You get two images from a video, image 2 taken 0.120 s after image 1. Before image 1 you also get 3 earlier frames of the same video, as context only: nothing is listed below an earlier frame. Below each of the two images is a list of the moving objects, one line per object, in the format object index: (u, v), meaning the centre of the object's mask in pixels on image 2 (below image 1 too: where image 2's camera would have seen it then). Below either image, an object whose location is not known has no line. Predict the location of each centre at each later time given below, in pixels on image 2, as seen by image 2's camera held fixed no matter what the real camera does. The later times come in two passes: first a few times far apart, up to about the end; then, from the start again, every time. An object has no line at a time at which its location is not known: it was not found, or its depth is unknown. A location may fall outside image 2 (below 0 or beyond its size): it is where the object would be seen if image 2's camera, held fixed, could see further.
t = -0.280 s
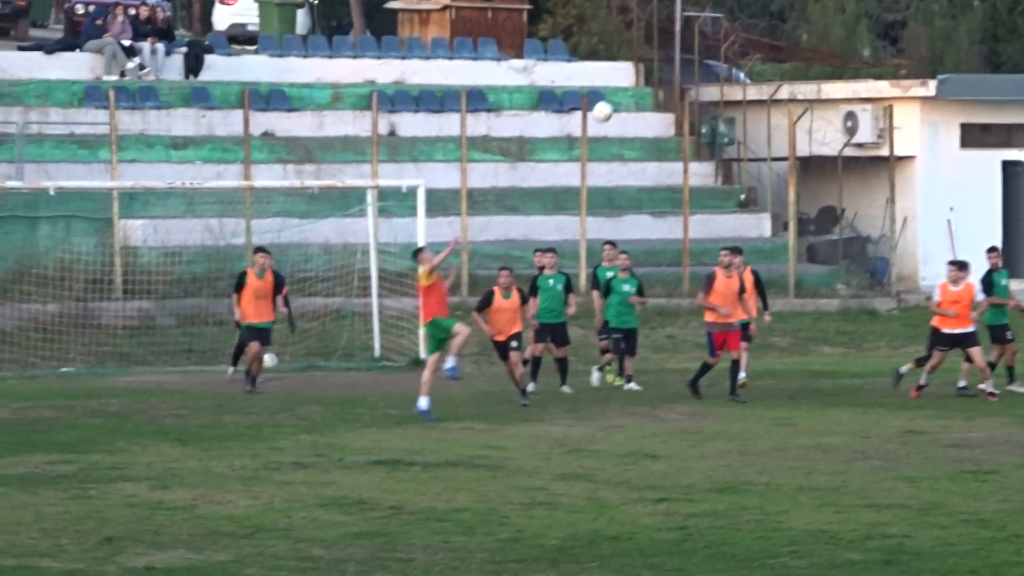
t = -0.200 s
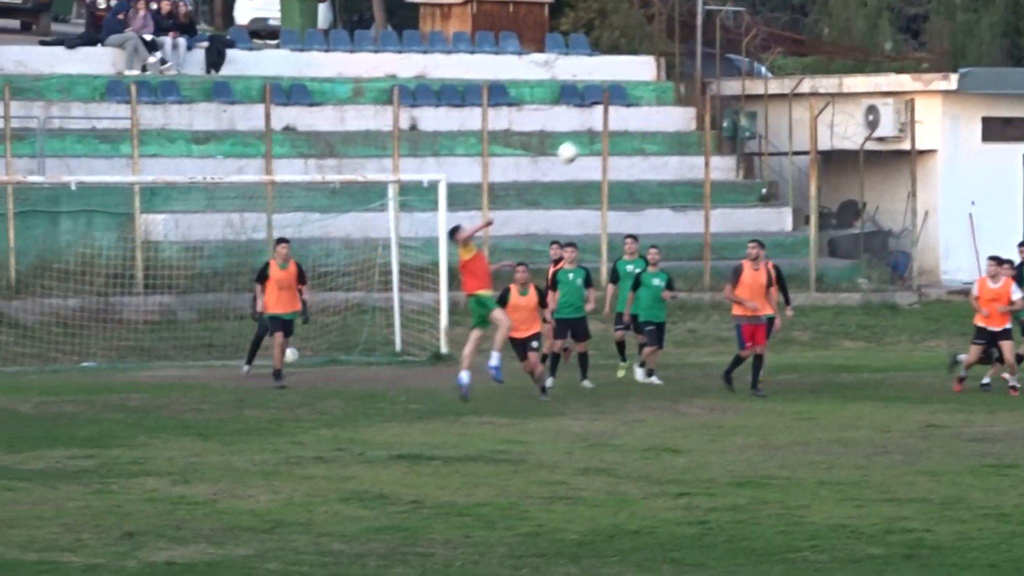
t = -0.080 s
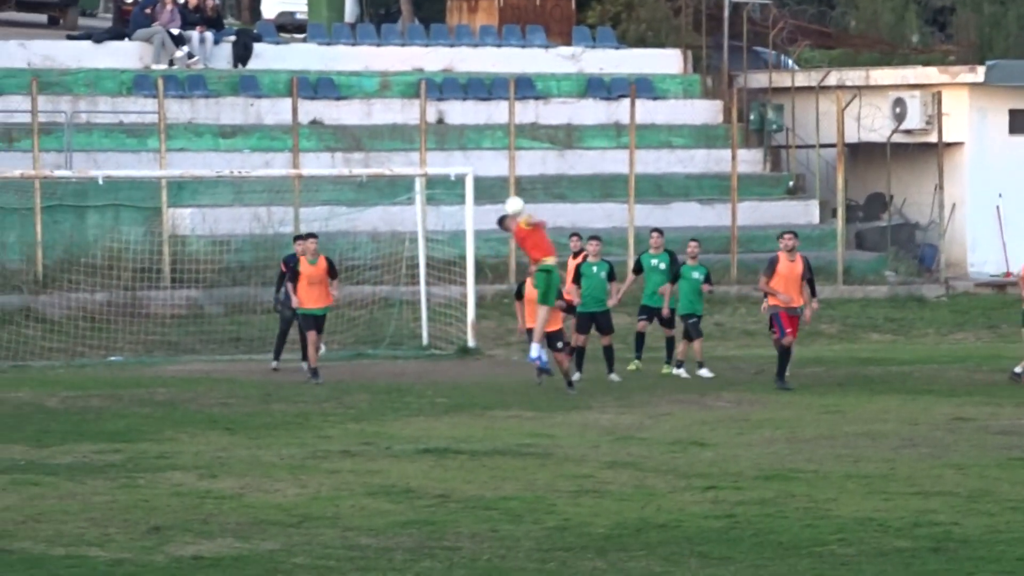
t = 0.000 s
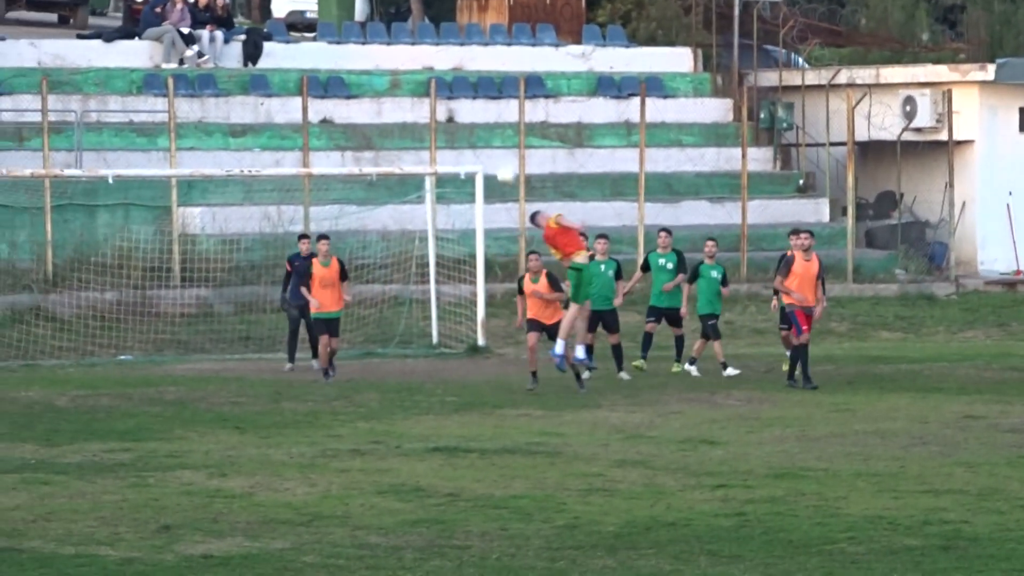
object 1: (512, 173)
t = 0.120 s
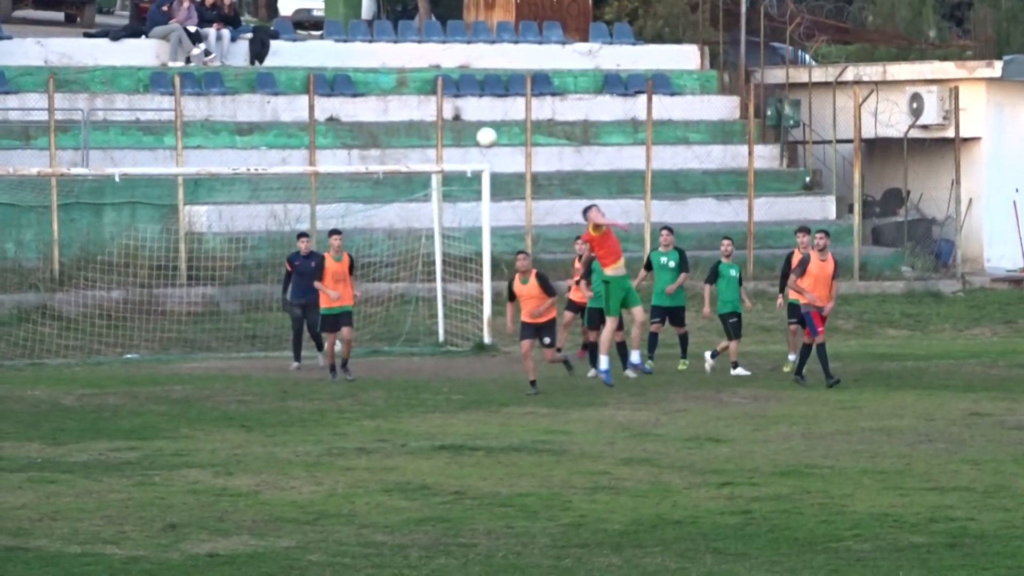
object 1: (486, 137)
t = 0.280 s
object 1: (451, 112)
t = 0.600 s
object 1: (384, 128)
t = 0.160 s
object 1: (478, 128)
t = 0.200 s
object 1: (468, 121)
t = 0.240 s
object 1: (460, 116)
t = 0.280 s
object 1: (451, 112)
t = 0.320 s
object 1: (444, 108)
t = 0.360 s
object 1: (435, 107)
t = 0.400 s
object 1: (427, 107)
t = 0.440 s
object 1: (418, 109)
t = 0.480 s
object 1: (409, 112)
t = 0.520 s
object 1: (401, 115)
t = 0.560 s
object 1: (391, 122)
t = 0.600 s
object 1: (384, 128)
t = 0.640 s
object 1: (376, 137)
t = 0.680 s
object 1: (368, 148)
